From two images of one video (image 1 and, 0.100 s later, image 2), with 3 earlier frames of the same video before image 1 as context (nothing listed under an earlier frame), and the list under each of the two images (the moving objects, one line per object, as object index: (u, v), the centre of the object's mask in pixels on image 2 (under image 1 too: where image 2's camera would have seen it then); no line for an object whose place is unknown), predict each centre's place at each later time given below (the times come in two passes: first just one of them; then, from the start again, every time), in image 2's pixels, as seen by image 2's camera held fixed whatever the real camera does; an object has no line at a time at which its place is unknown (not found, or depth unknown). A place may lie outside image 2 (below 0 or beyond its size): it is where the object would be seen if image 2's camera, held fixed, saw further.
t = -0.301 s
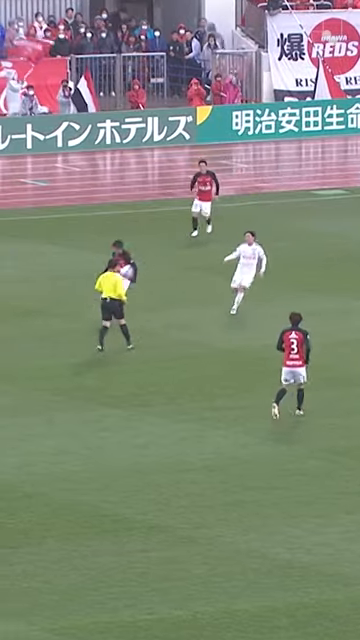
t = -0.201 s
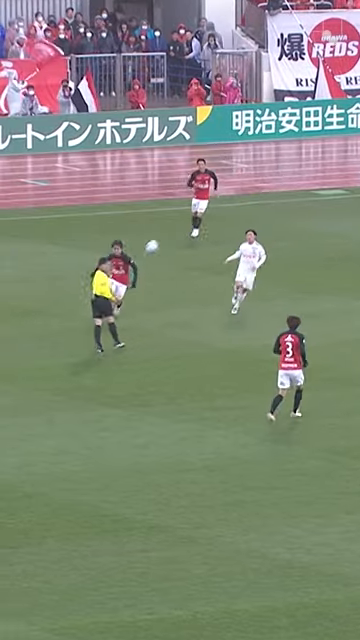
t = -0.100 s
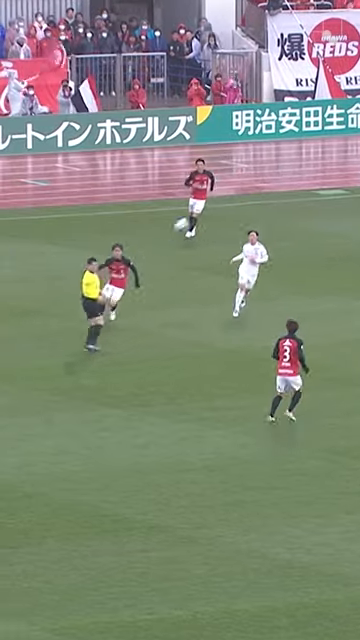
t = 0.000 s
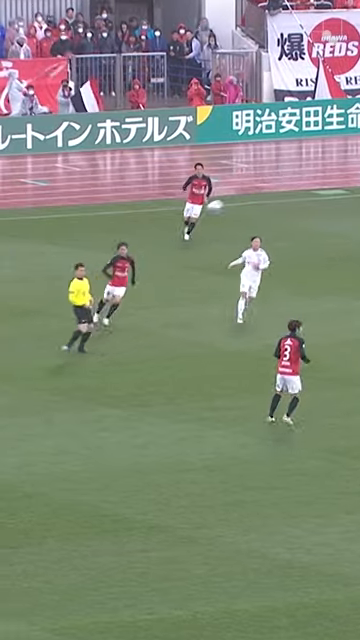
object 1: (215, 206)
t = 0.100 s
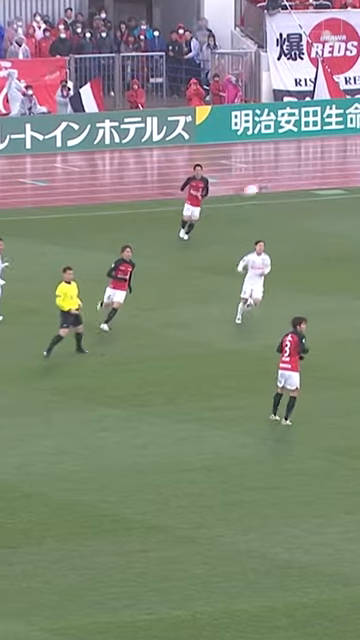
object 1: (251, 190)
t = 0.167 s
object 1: (277, 183)
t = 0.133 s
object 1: (264, 186)
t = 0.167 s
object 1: (277, 183)
